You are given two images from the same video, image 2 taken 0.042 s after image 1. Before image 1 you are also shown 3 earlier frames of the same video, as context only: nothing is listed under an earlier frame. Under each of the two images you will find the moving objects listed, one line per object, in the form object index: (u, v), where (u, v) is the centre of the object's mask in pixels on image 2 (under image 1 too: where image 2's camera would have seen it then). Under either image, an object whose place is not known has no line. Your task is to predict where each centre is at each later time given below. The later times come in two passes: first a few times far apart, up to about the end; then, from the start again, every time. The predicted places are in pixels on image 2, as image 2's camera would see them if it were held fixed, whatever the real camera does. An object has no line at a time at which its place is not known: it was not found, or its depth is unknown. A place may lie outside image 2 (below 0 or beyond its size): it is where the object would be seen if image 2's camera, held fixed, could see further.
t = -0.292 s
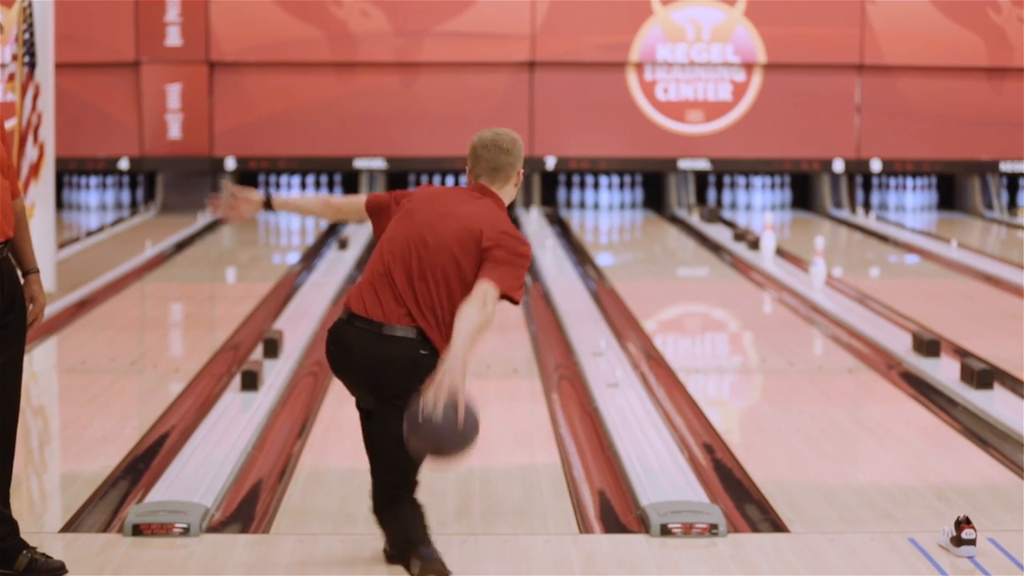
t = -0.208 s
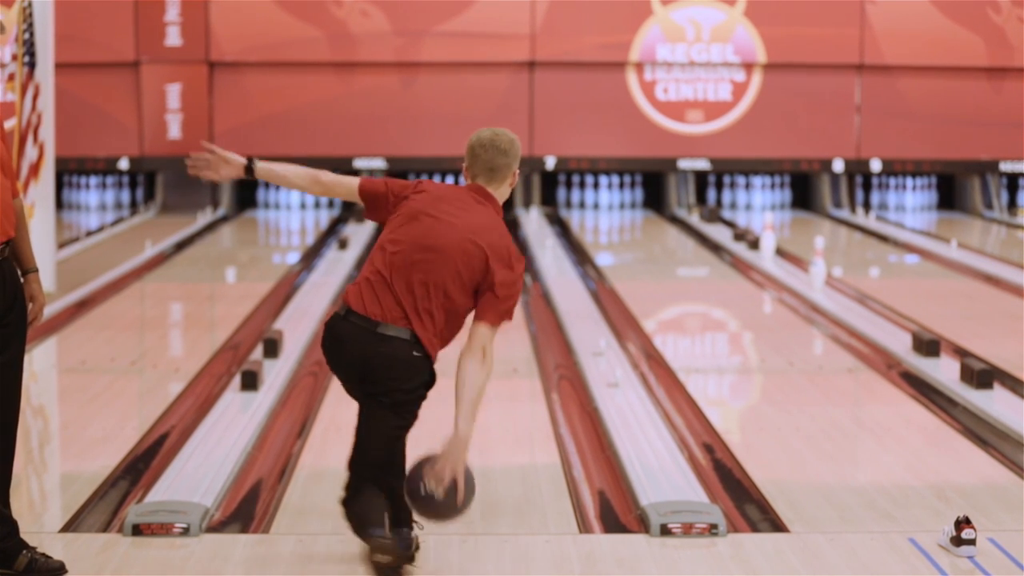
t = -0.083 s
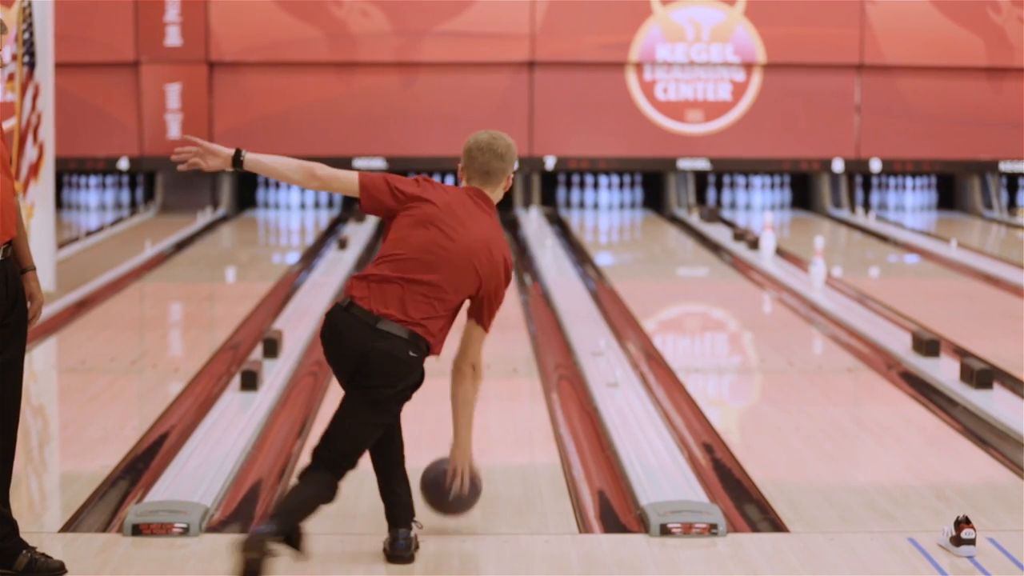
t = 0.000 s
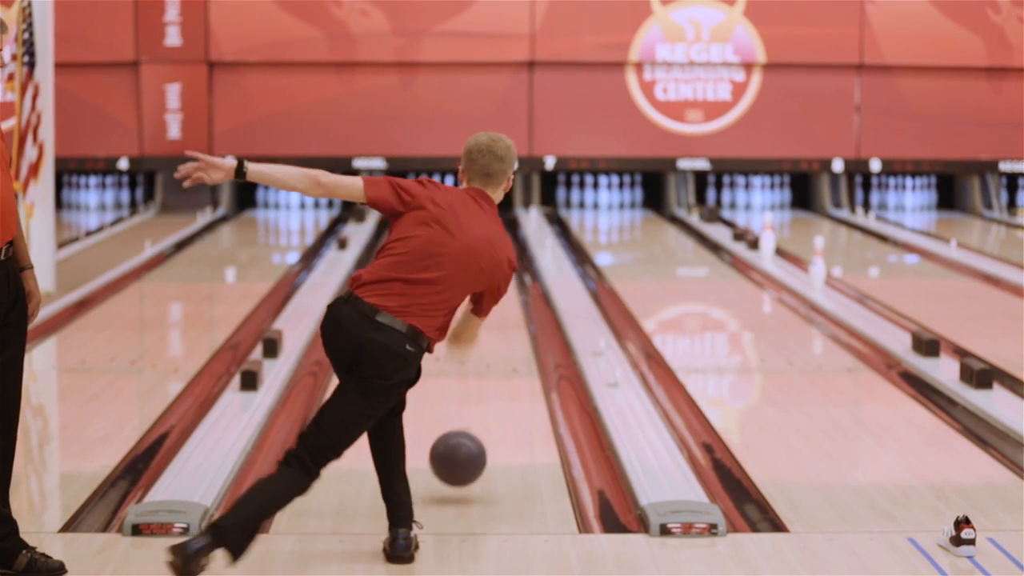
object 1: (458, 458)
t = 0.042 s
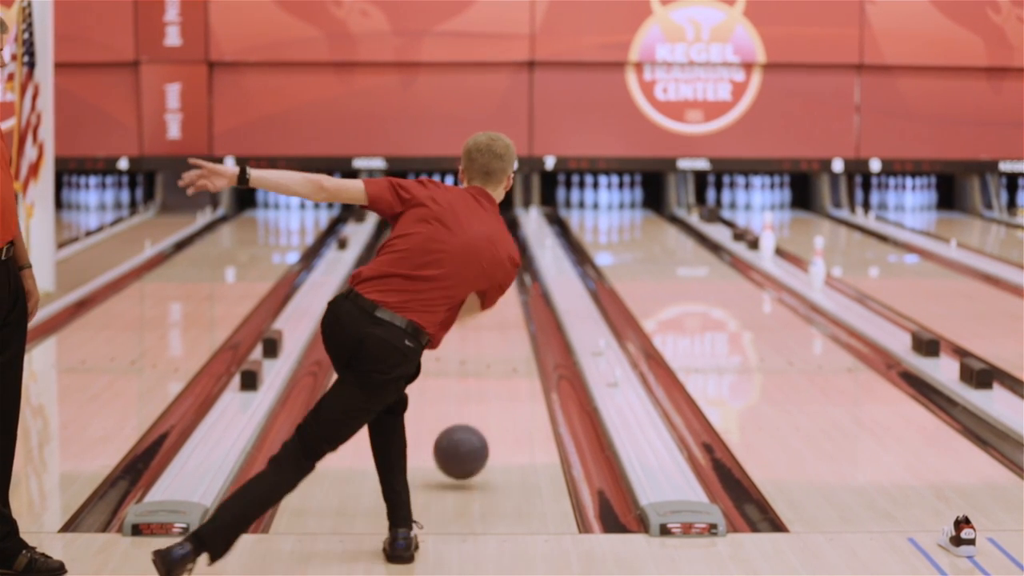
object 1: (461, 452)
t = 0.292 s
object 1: (476, 396)
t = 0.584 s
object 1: (486, 343)
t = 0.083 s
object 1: (464, 448)
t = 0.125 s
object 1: (467, 435)
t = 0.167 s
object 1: (469, 425)
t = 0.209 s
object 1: (471, 415)
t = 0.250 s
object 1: (474, 405)
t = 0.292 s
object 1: (476, 396)
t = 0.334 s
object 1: (477, 386)
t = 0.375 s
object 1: (479, 378)
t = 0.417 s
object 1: (481, 371)
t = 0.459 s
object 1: (482, 363)
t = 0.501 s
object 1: (484, 356)
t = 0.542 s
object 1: (485, 349)
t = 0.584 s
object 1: (486, 343)
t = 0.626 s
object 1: (487, 337)
